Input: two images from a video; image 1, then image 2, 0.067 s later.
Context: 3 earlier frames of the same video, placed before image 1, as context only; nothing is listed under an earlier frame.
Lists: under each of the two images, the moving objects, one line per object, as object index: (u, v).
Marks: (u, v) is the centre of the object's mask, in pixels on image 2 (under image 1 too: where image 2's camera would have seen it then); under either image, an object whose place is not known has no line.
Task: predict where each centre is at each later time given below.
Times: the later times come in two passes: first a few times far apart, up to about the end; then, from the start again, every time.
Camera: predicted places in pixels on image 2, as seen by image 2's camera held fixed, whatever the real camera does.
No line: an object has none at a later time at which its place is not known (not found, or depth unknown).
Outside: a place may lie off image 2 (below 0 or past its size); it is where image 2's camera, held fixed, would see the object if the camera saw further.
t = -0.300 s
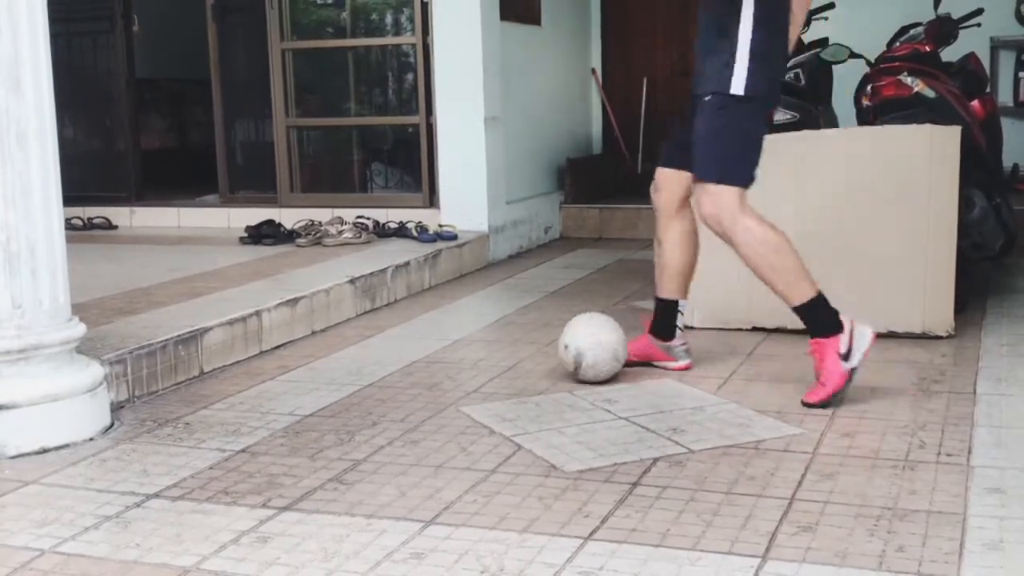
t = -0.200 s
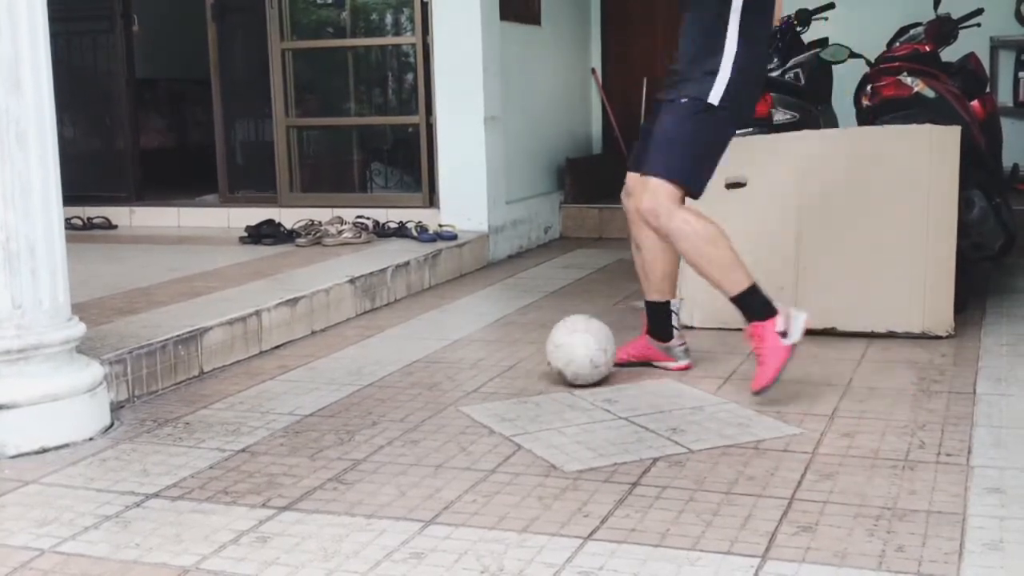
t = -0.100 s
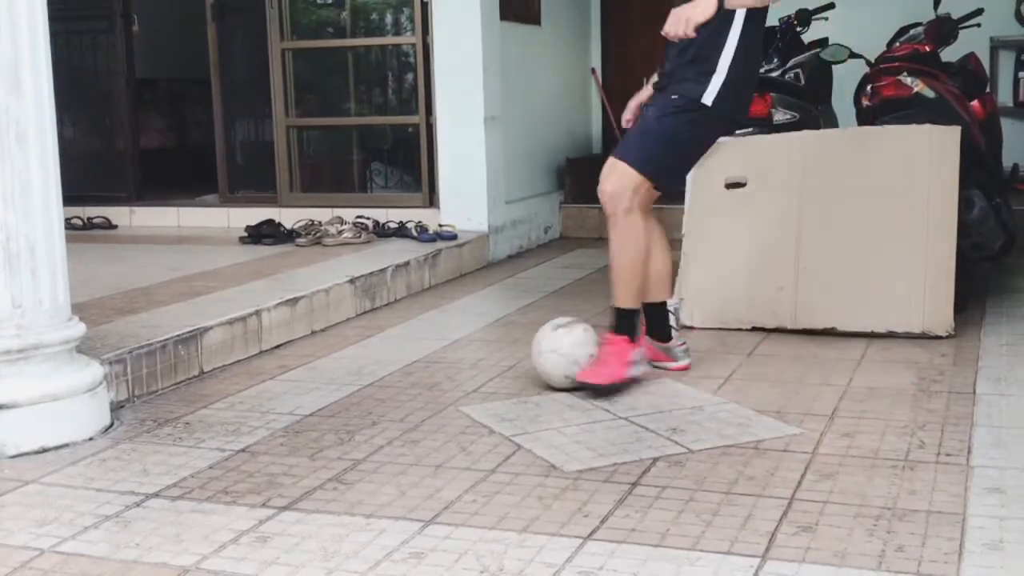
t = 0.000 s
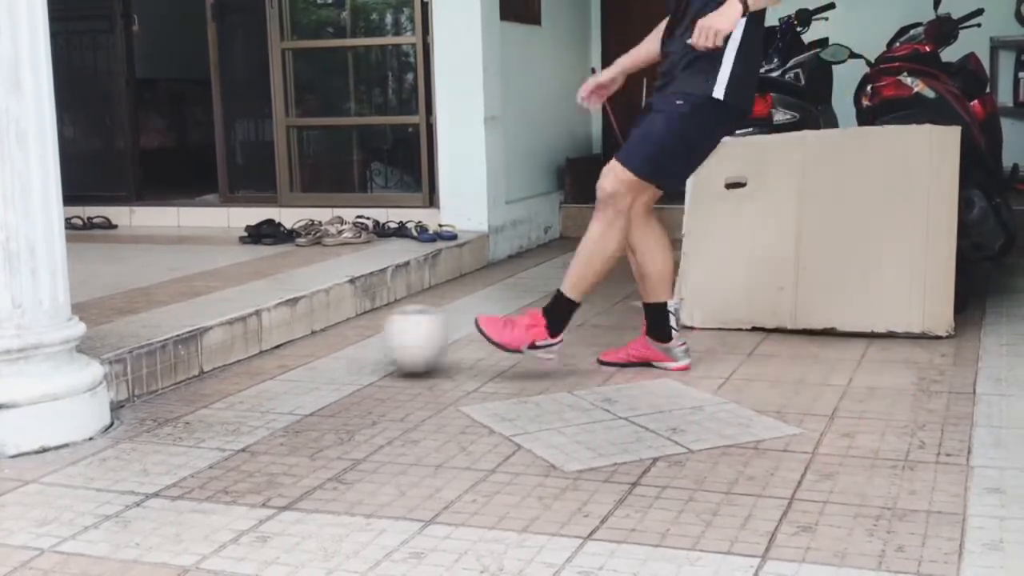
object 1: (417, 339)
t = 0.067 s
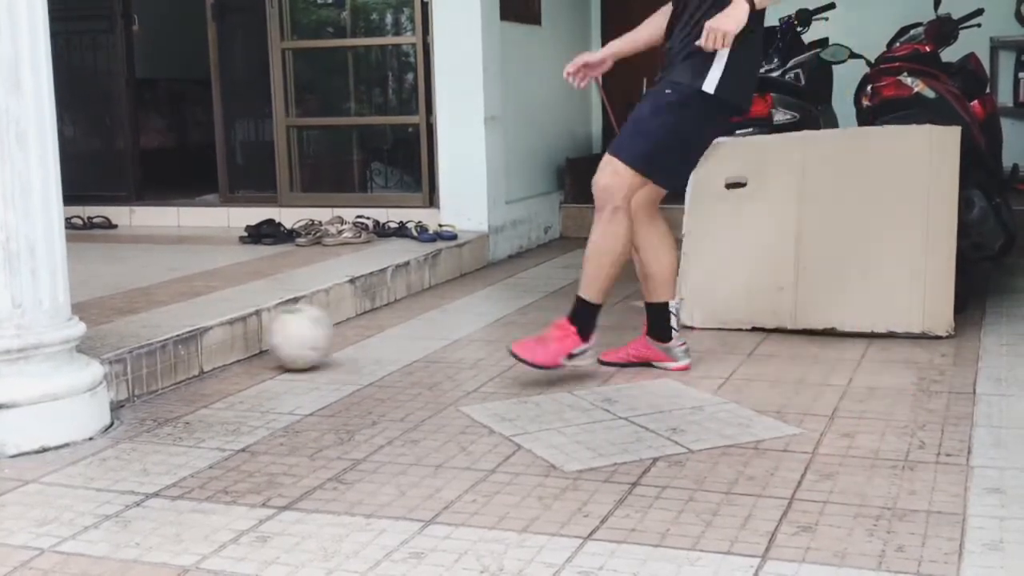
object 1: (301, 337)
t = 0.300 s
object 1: (357, 346)
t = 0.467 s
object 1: (427, 352)
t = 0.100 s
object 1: (259, 336)
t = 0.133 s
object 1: (263, 338)
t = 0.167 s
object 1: (283, 339)
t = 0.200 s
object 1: (303, 342)
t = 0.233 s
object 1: (322, 343)
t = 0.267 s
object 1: (340, 344)
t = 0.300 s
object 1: (357, 346)
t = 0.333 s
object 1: (373, 348)
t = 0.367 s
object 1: (380, 349)
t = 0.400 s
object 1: (396, 348)
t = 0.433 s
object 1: (411, 351)
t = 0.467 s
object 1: (427, 352)
